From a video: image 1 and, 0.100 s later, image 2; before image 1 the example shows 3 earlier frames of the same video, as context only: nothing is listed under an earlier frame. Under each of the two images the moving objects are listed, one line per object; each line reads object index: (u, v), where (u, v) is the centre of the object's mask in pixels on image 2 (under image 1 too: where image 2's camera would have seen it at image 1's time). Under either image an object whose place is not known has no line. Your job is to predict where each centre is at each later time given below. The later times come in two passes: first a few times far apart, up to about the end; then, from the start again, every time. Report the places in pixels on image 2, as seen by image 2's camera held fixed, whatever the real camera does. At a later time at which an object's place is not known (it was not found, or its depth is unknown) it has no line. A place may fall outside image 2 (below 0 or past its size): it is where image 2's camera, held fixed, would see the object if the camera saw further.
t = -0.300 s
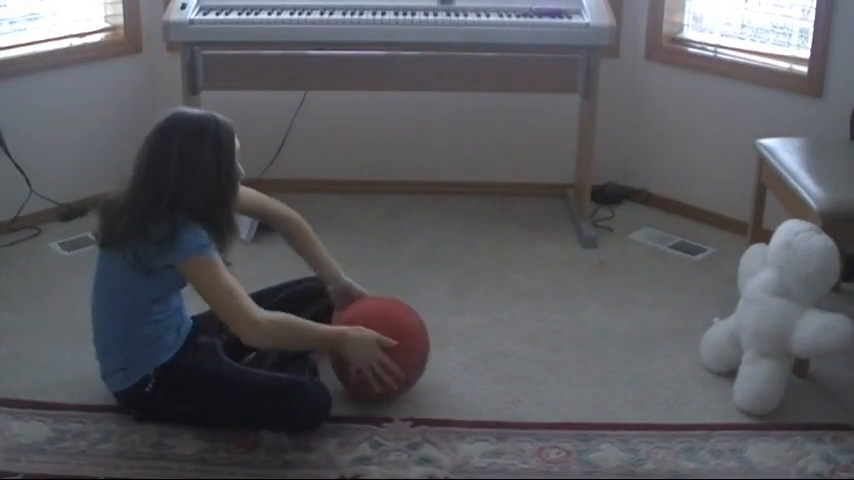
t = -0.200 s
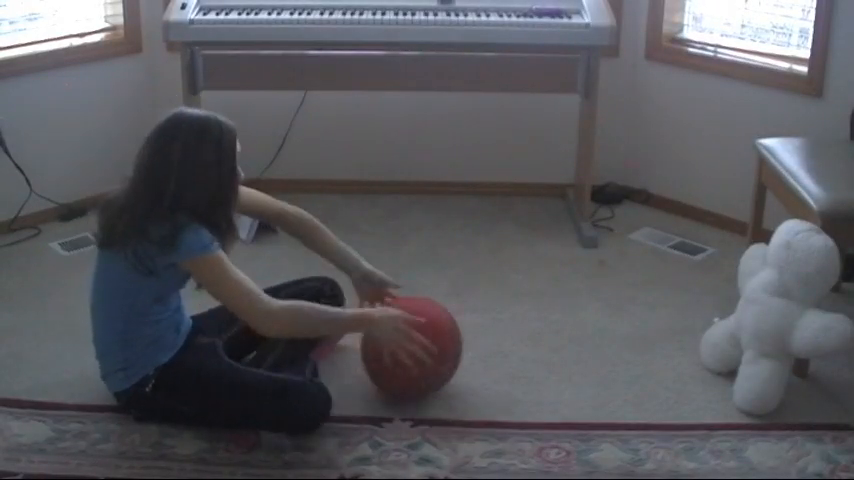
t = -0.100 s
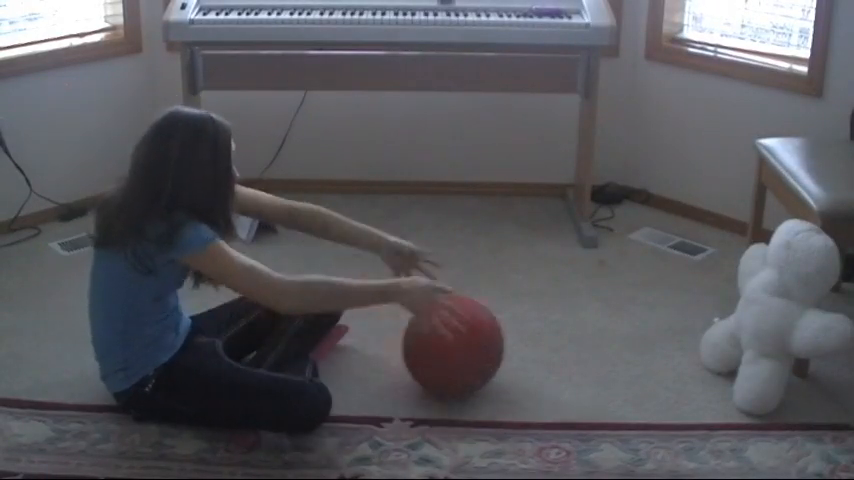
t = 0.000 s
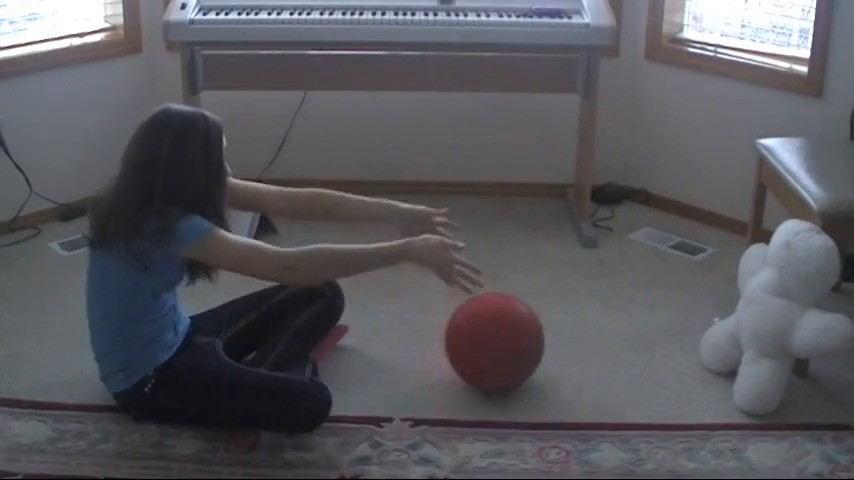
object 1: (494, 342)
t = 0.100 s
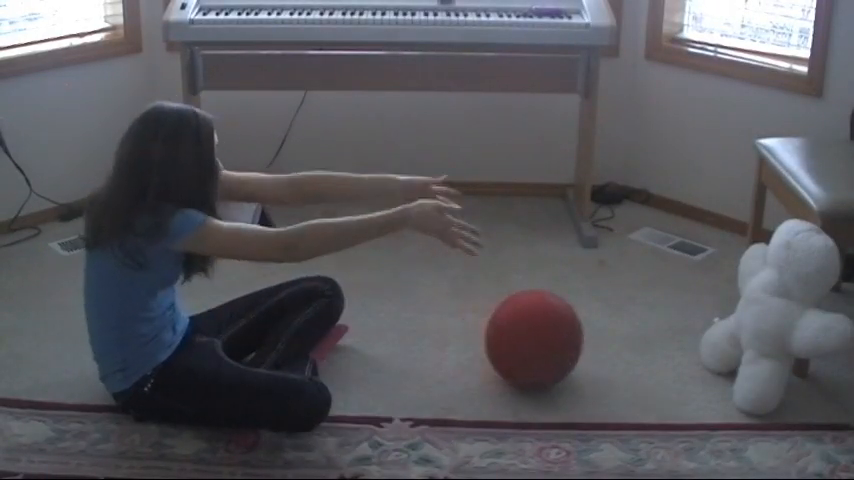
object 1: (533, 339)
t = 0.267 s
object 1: (597, 338)
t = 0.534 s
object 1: (690, 333)
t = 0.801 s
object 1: (687, 336)
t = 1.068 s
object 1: (648, 345)
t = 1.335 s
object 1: (609, 353)
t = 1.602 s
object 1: (577, 360)
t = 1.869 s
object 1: (556, 369)
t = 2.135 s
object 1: (544, 372)
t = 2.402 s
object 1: (539, 369)
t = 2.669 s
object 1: (543, 370)
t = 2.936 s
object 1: (549, 371)
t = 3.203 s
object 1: (553, 371)
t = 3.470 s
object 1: (555, 371)
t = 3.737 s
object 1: (555, 371)
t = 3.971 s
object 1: (555, 371)
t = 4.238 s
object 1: (555, 371)
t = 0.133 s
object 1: (546, 339)
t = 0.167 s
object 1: (559, 339)
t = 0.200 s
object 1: (572, 338)
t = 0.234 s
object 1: (585, 338)
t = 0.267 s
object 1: (597, 338)
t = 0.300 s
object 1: (610, 337)
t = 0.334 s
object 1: (622, 337)
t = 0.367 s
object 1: (634, 336)
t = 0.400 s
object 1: (646, 336)
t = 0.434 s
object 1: (657, 334)
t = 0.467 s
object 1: (668, 334)
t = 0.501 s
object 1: (679, 334)
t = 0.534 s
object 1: (690, 333)
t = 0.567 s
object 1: (696, 330)
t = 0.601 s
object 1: (701, 329)
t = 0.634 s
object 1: (702, 329)
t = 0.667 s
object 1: (702, 329)
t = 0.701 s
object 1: (700, 332)
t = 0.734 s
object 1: (696, 335)
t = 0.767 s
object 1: (692, 336)
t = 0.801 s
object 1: (687, 336)
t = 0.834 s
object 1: (682, 338)
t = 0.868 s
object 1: (678, 339)
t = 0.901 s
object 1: (673, 340)
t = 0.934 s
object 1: (668, 341)
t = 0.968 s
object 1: (663, 342)
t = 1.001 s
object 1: (658, 343)
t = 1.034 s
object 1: (654, 344)
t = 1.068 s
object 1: (648, 345)
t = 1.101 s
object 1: (643, 346)
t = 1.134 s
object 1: (638, 347)
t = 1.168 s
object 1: (633, 348)
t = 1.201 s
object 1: (628, 349)
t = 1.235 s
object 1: (623, 350)
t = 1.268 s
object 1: (618, 351)
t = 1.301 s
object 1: (613, 352)
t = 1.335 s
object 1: (609, 353)
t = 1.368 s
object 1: (604, 353)
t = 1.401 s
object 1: (600, 354)
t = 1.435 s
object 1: (596, 355)
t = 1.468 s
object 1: (592, 356)
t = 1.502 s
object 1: (588, 357)
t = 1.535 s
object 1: (584, 358)
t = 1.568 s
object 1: (580, 360)
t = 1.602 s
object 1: (577, 360)
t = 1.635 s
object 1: (573, 361)
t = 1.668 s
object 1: (570, 362)
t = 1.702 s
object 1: (567, 364)
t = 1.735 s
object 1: (565, 365)
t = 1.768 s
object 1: (562, 366)
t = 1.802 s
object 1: (560, 367)
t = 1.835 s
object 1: (558, 368)
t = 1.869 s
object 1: (556, 369)
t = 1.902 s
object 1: (554, 369)
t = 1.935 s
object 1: (553, 371)
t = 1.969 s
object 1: (551, 372)
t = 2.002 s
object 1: (550, 372)
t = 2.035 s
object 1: (548, 373)
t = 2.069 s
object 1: (547, 373)
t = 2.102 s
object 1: (545, 373)
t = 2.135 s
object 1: (544, 372)
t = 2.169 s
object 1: (543, 372)
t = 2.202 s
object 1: (542, 371)
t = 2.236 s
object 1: (541, 371)
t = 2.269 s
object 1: (540, 370)
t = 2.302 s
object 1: (540, 370)
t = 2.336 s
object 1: (539, 370)
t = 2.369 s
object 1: (539, 369)
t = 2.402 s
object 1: (539, 369)
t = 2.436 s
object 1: (539, 369)
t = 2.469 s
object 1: (539, 369)
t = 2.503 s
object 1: (540, 369)
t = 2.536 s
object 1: (540, 369)
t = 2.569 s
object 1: (541, 369)
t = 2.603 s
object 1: (541, 369)
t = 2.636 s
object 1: (542, 370)
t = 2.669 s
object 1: (543, 370)
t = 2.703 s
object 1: (544, 370)
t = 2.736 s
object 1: (544, 371)
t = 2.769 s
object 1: (545, 371)
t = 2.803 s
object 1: (546, 371)
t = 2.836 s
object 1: (547, 371)
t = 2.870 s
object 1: (548, 371)
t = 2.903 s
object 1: (549, 371)
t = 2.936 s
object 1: (549, 371)
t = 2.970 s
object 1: (550, 371)
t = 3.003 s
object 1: (550, 371)
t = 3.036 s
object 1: (551, 371)
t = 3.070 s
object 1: (551, 371)
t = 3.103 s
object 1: (552, 371)
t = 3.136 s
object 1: (552, 371)
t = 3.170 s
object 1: (552, 371)
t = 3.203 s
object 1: (553, 371)
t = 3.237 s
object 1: (554, 371)
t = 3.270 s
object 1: (554, 371)
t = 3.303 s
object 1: (554, 371)
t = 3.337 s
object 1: (554, 371)
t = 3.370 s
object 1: (555, 371)
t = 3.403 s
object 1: (555, 371)
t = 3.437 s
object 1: (555, 371)
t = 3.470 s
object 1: (555, 371)
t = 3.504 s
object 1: (555, 371)
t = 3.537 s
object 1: (555, 371)
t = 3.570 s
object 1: (555, 371)
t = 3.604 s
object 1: (555, 371)
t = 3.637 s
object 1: (555, 371)
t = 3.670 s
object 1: (555, 371)
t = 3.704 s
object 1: (555, 371)
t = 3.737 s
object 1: (555, 371)
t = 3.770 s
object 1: (555, 371)
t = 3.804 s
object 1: (555, 371)
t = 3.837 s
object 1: (555, 371)
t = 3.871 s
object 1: (555, 371)
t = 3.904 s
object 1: (555, 371)
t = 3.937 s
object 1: (555, 371)
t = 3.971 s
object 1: (555, 371)
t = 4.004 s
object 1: (555, 371)
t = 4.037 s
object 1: (555, 371)
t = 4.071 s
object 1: (555, 371)
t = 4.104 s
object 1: (555, 371)
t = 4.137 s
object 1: (555, 371)
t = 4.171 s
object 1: (555, 371)
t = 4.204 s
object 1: (555, 371)
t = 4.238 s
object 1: (555, 371)
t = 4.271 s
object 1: (555, 371)
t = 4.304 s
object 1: (555, 371)
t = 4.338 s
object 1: (555, 371)
